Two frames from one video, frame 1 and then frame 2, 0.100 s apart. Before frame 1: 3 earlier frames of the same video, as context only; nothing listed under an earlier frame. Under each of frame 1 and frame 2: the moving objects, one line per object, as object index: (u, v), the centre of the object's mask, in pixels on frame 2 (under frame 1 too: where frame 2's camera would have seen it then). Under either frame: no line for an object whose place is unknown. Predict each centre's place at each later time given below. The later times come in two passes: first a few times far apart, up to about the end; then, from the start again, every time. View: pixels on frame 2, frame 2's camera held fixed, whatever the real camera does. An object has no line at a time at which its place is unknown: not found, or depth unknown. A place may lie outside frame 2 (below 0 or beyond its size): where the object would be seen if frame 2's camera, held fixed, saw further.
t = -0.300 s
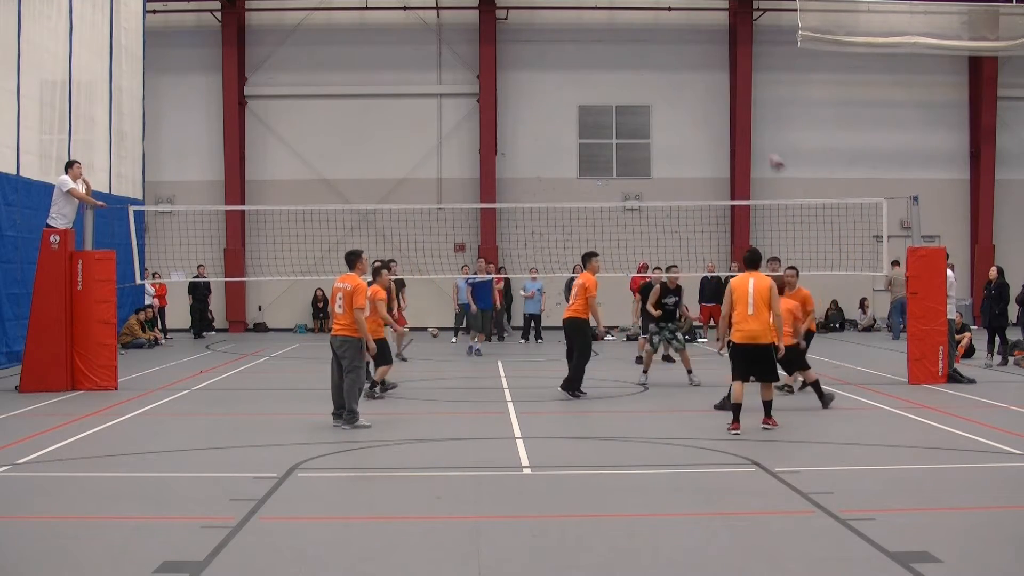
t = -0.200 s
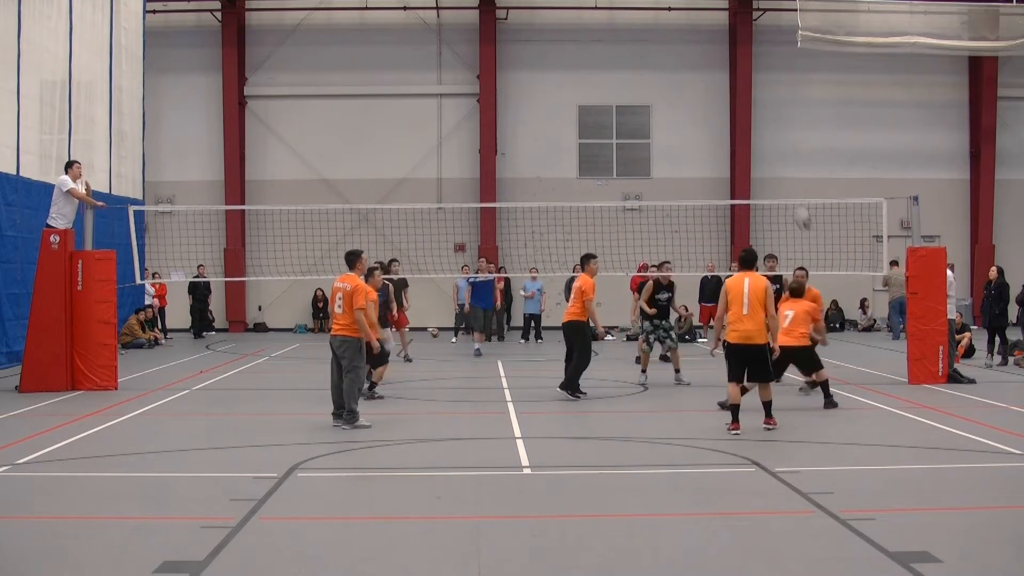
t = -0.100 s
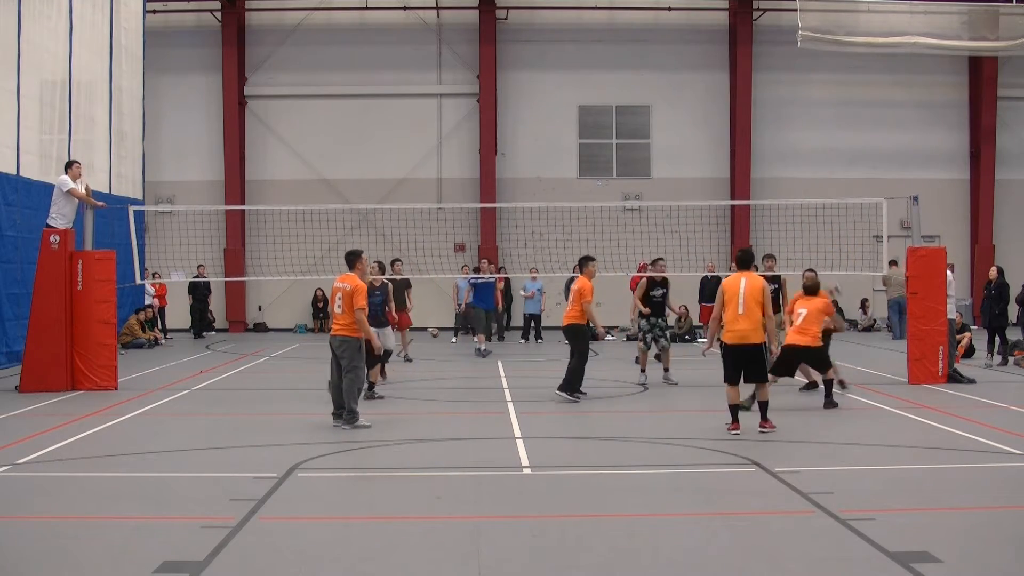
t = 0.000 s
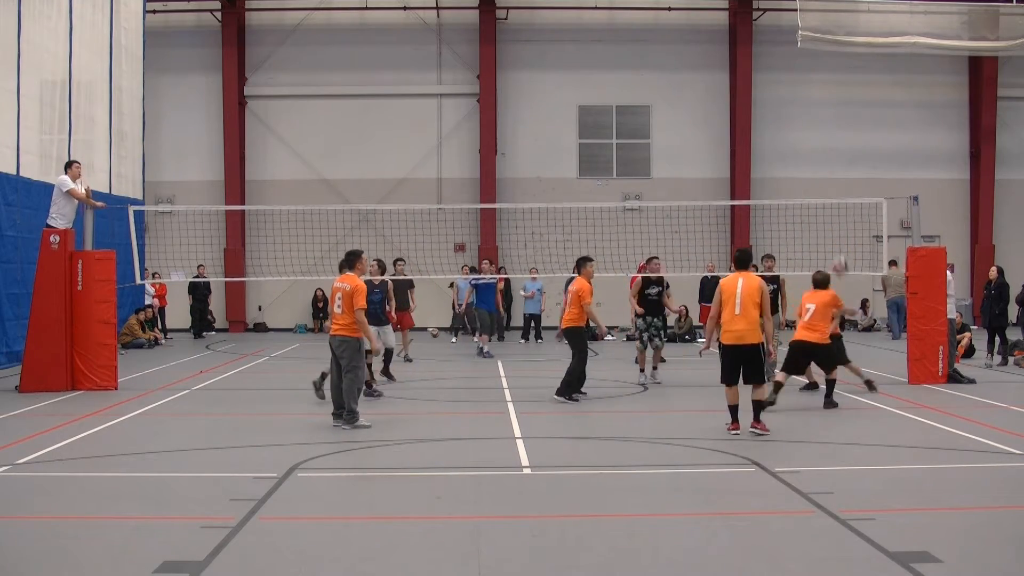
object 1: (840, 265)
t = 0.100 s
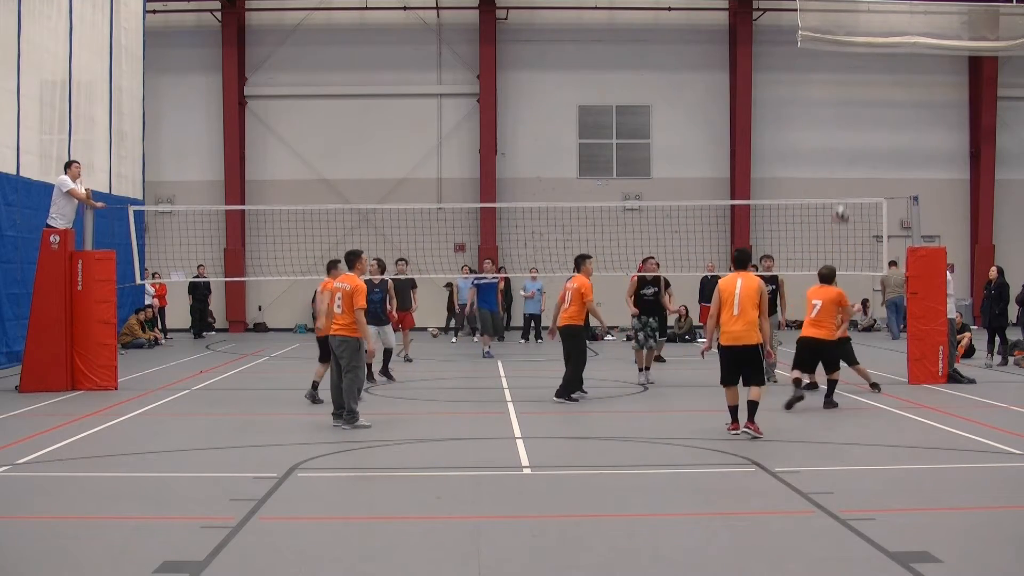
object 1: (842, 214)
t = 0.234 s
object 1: (841, 161)
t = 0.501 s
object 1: (843, 101)
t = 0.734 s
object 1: (845, 98)
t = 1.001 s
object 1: (848, 150)
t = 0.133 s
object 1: (841, 200)
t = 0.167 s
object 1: (841, 185)
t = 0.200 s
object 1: (841, 172)
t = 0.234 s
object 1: (841, 161)
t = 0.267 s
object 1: (841, 150)
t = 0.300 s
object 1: (841, 140)
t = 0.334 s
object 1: (842, 131)
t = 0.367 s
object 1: (842, 123)
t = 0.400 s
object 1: (842, 117)
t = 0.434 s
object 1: (842, 111)
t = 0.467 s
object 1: (843, 105)
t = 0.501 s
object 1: (843, 101)
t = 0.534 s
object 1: (843, 98)
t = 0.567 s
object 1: (843, 96)
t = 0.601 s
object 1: (844, 95)
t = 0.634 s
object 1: (844, 94)
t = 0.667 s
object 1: (845, 95)
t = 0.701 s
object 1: (845, 96)
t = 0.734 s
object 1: (845, 98)
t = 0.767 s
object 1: (845, 102)
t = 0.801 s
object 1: (846, 106)
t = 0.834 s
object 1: (847, 111)
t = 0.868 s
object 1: (847, 117)
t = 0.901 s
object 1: (847, 124)
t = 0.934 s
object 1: (848, 131)
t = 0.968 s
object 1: (848, 141)
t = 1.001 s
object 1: (848, 150)
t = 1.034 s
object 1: (849, 161)
